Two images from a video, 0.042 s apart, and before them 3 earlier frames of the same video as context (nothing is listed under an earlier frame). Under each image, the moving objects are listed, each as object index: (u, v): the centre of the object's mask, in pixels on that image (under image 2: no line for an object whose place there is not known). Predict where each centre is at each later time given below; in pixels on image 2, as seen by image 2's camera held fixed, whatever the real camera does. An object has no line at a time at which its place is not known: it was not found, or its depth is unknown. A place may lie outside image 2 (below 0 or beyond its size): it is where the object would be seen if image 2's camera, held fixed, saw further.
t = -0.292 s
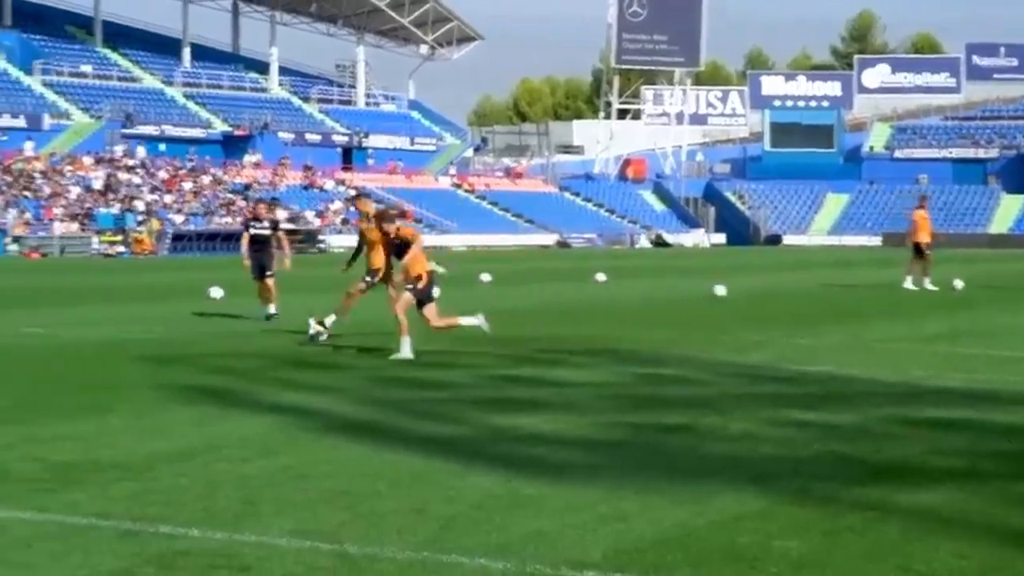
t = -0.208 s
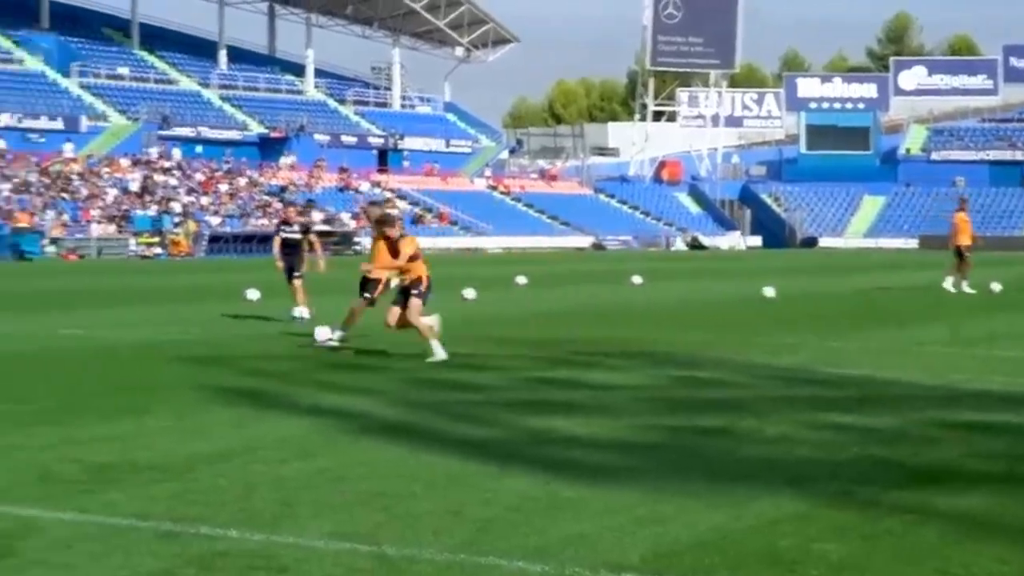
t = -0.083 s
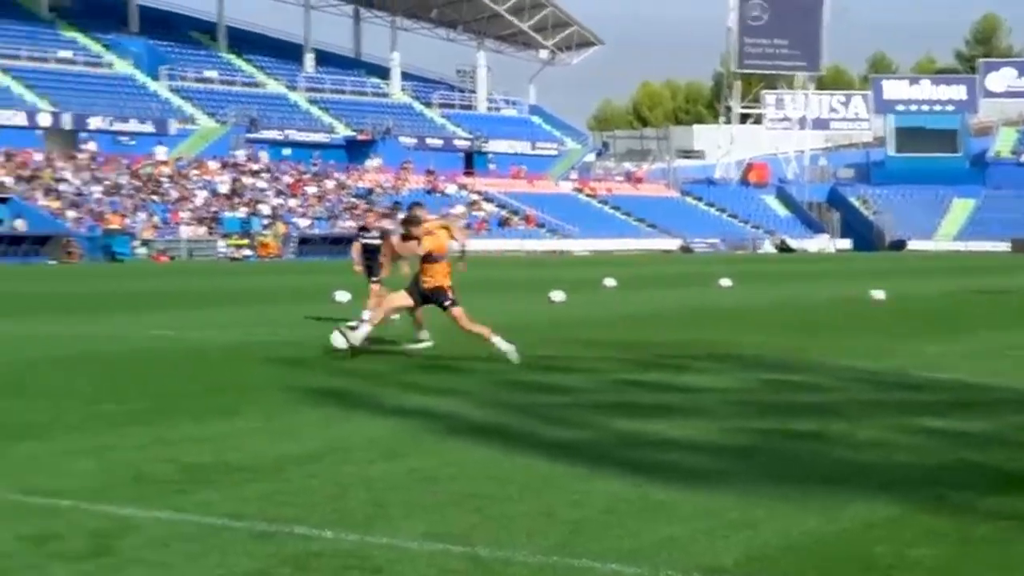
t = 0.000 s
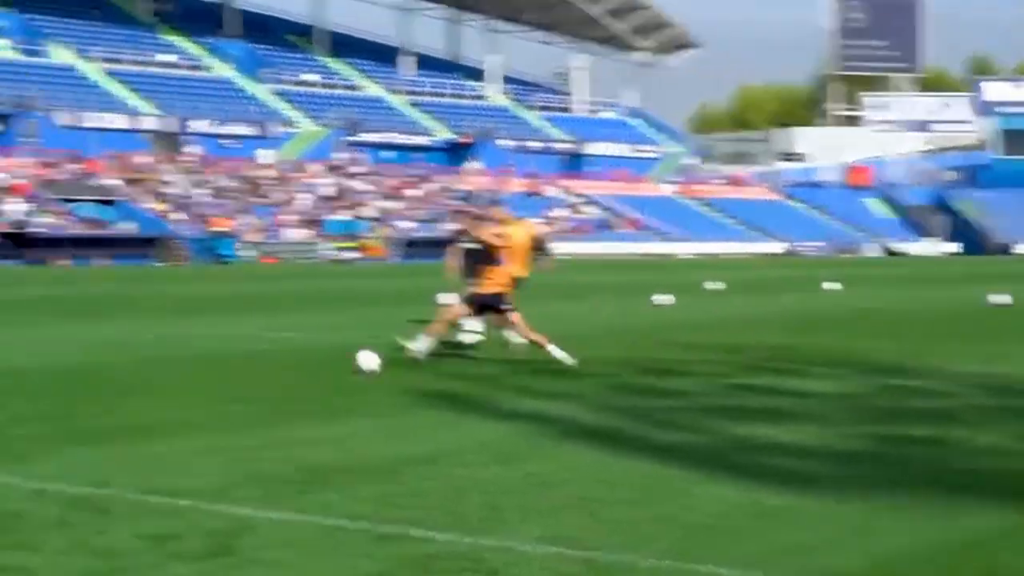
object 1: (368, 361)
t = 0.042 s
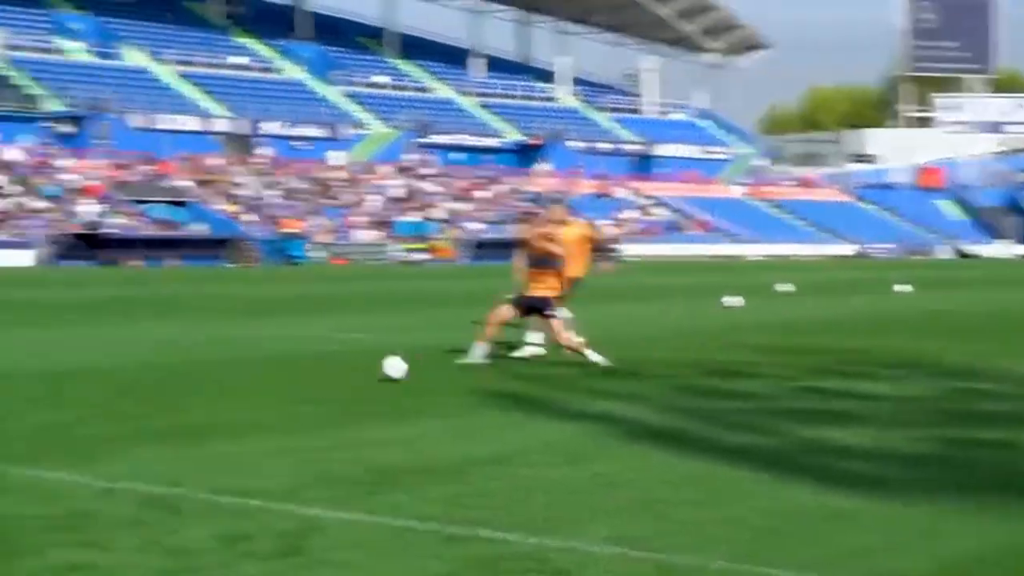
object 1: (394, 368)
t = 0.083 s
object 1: (350, 372)
